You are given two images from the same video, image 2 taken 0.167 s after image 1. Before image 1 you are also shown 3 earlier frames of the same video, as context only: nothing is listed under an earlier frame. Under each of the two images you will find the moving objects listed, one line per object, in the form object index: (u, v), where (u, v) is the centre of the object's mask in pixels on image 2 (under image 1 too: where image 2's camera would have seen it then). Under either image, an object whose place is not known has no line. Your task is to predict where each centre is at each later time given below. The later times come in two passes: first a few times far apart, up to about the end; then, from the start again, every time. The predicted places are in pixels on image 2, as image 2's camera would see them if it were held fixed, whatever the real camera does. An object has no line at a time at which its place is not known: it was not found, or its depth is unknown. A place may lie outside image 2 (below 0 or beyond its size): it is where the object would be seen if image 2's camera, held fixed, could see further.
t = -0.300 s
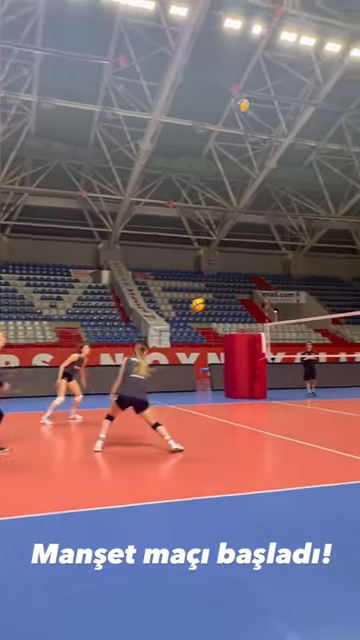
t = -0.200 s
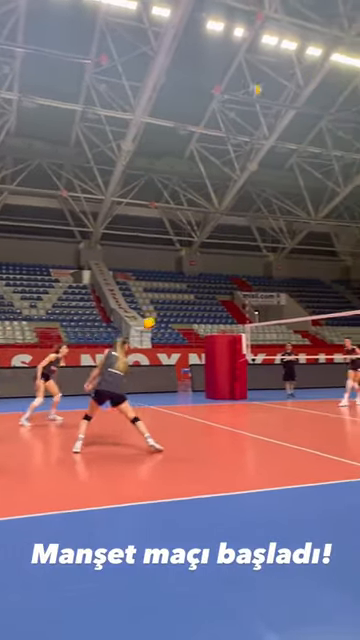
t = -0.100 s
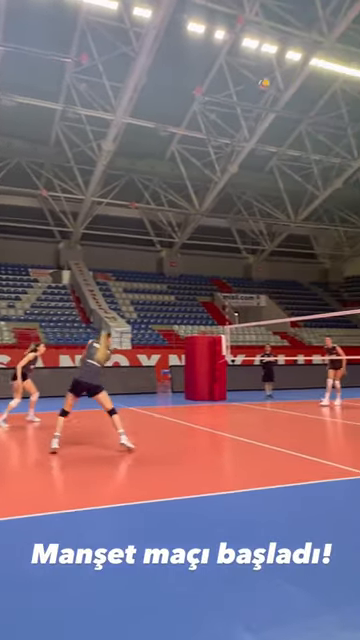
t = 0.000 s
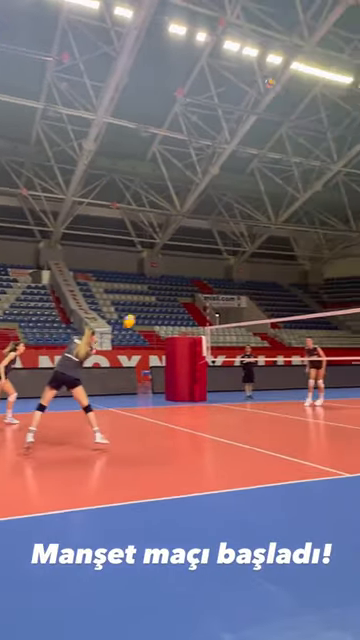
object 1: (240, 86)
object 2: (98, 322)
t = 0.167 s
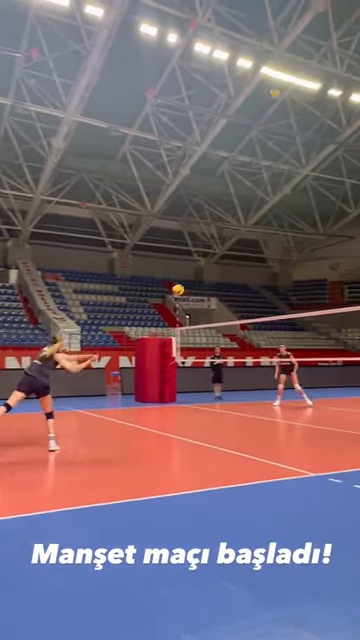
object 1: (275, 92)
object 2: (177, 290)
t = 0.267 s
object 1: (292, 103)
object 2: (215, 281)
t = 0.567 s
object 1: (337, 149)
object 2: (300, 284)
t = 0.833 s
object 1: (369, 206)
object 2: (352, 314)
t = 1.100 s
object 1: (396, 276)
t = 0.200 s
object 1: (281, 96)
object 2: (191, 286)
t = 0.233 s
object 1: (286, 99)
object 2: (203, 283)
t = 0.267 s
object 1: (292, 103)
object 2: (215, 281)
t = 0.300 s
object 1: (297, 107)
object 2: (227, 280)
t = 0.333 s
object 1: (303, 111)
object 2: (237, 278)
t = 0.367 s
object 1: (309, 116)
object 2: (248, 278)
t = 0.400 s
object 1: (314, 120)
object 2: (257, 278)
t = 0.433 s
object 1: (319, 126)
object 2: (267, 278)
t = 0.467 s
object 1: (323, 131)
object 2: (276, 279)
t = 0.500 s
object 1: (328, 138)
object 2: (284, 280)
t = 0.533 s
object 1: (333, 143)
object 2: (292, 281)
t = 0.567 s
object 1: (337, 149)
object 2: (300, 284)
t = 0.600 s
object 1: (341, 155)
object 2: (308, 286)
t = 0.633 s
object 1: (345, 162)
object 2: (314, 289)
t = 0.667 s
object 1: (349, 169)
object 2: (321, 292)
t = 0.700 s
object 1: (354, 176)
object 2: (328, 295)
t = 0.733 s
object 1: (358, 183)
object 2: (334, 299)
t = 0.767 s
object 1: (362, 191)
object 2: (340, 303)
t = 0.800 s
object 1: (366, 198)
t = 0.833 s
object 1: (369, 206)
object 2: (352, 314)
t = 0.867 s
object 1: (373, 214)
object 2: (357, 318)
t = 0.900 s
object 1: (377, 223)
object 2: (362, 322)
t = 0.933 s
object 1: (380, 231)
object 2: (366, 328)
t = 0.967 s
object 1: (383, 239)
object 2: (371, 332)
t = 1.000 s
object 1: (387, 248)
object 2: (377, 339)
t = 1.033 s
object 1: (390, 257)
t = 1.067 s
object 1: (394, 267)
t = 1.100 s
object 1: (396, 276)
